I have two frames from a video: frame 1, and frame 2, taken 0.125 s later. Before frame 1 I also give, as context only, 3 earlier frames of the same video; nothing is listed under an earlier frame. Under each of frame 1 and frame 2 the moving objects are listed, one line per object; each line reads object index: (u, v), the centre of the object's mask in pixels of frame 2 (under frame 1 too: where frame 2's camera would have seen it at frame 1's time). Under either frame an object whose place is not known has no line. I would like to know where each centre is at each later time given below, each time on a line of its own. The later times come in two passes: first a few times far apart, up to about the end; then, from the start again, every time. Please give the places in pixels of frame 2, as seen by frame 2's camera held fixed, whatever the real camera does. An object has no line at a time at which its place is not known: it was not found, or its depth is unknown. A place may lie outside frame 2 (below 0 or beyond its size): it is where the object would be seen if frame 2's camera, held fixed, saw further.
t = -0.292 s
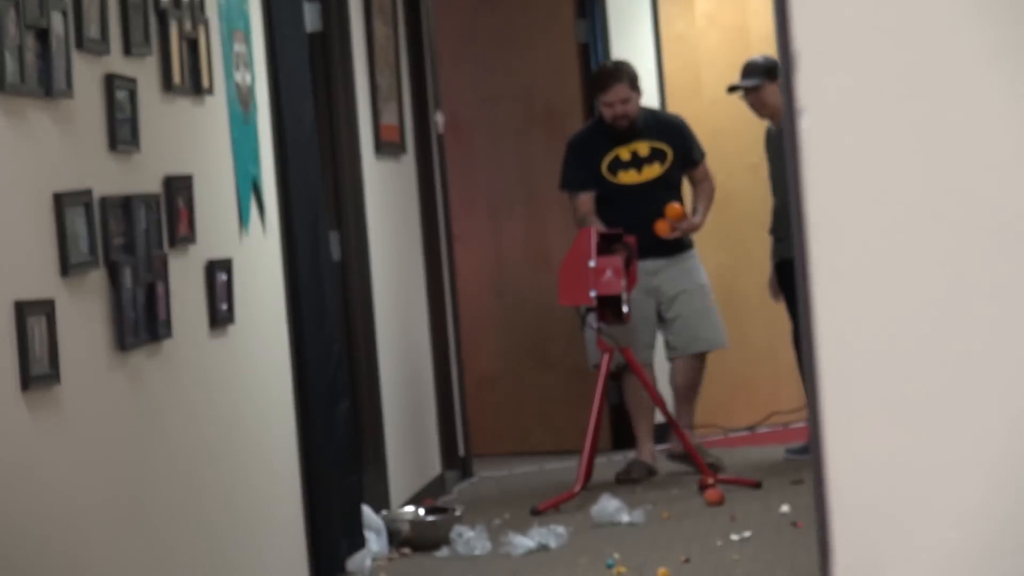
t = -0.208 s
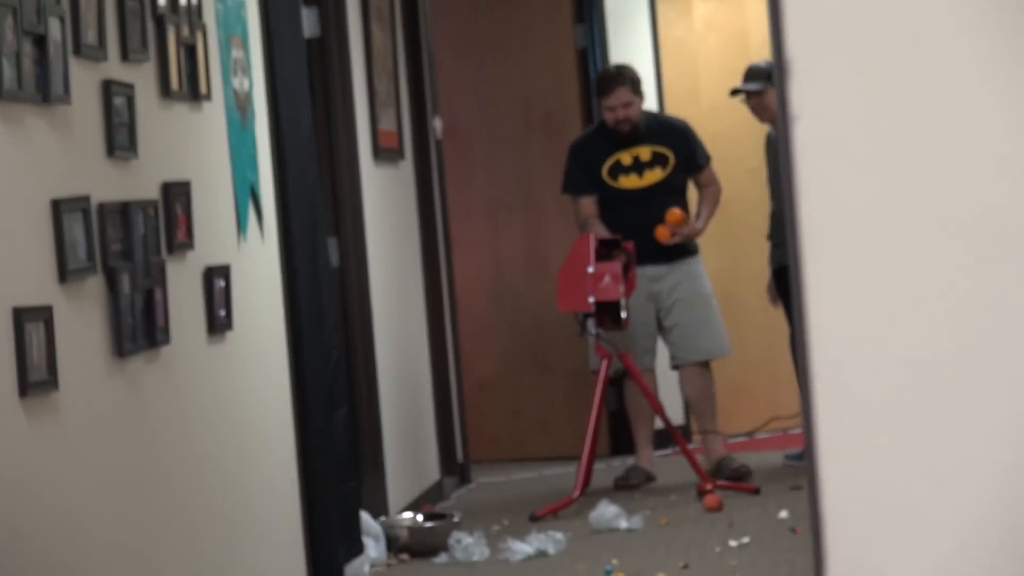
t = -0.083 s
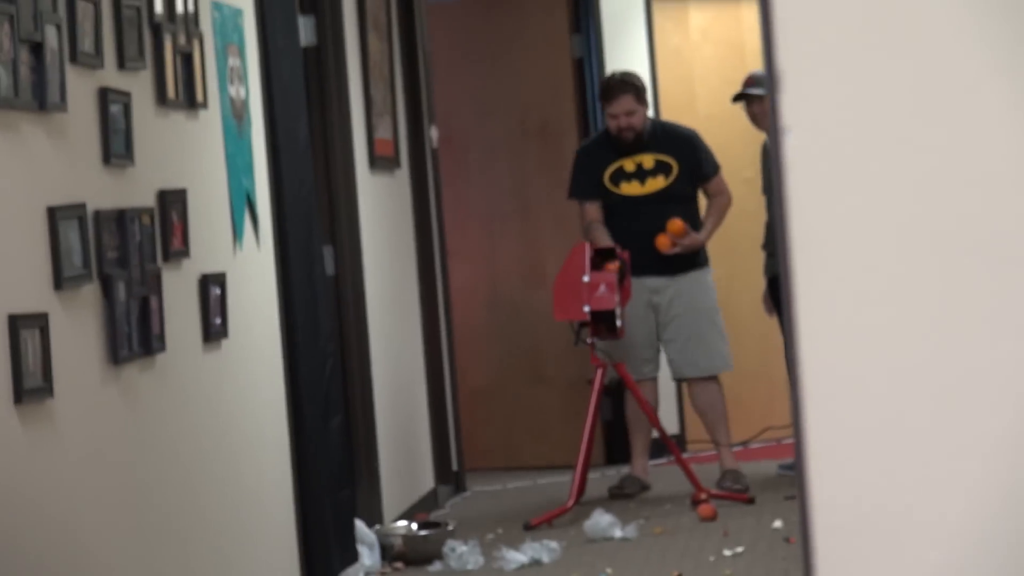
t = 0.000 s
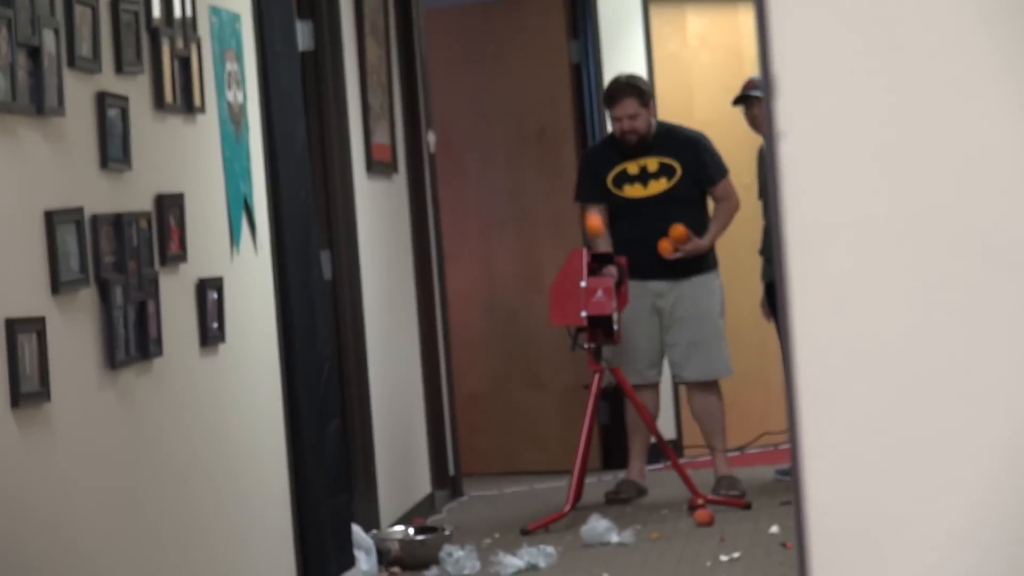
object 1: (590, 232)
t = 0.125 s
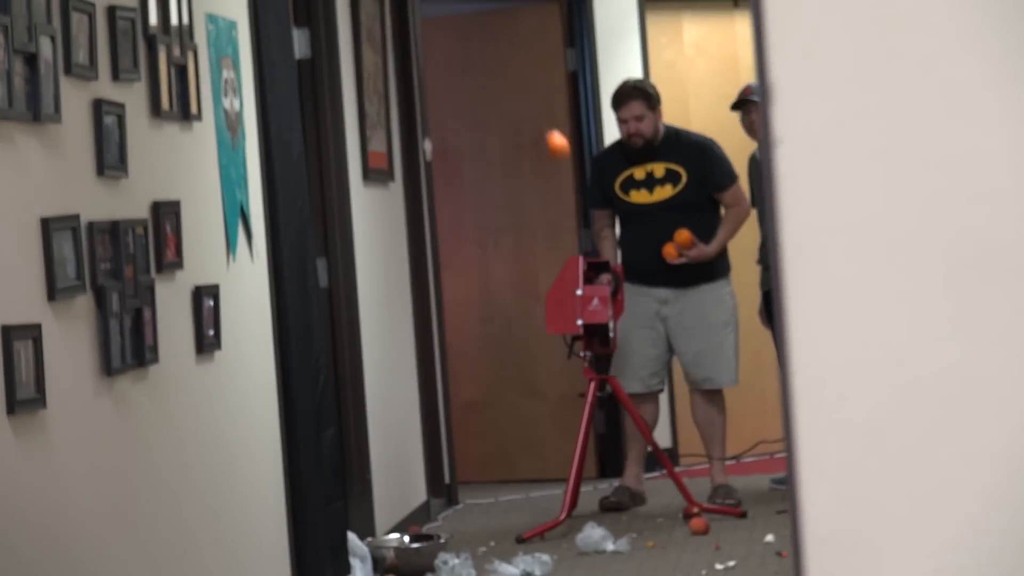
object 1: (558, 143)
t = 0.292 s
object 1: (499, 66)
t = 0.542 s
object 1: (346, 133)
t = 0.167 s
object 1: (544, 119)
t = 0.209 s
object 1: (530, 98)
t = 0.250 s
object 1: (515, 80)
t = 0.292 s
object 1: (499, 66)
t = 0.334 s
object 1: (481, 57)
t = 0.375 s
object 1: (461, 53)
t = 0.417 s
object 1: (438, 56)
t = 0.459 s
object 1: (413, 69)
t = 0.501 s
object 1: (384, 92)
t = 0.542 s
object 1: (346, 133)
